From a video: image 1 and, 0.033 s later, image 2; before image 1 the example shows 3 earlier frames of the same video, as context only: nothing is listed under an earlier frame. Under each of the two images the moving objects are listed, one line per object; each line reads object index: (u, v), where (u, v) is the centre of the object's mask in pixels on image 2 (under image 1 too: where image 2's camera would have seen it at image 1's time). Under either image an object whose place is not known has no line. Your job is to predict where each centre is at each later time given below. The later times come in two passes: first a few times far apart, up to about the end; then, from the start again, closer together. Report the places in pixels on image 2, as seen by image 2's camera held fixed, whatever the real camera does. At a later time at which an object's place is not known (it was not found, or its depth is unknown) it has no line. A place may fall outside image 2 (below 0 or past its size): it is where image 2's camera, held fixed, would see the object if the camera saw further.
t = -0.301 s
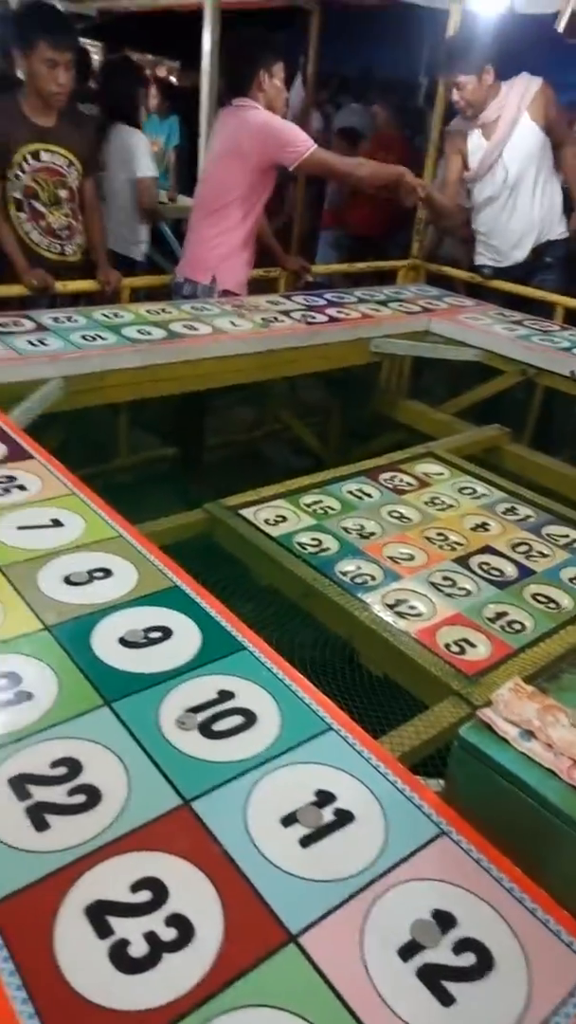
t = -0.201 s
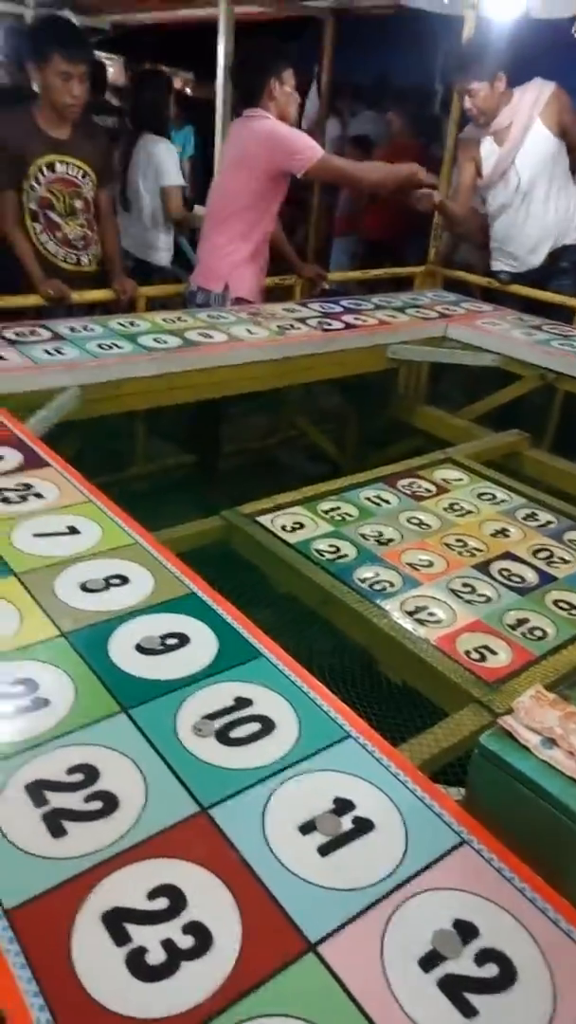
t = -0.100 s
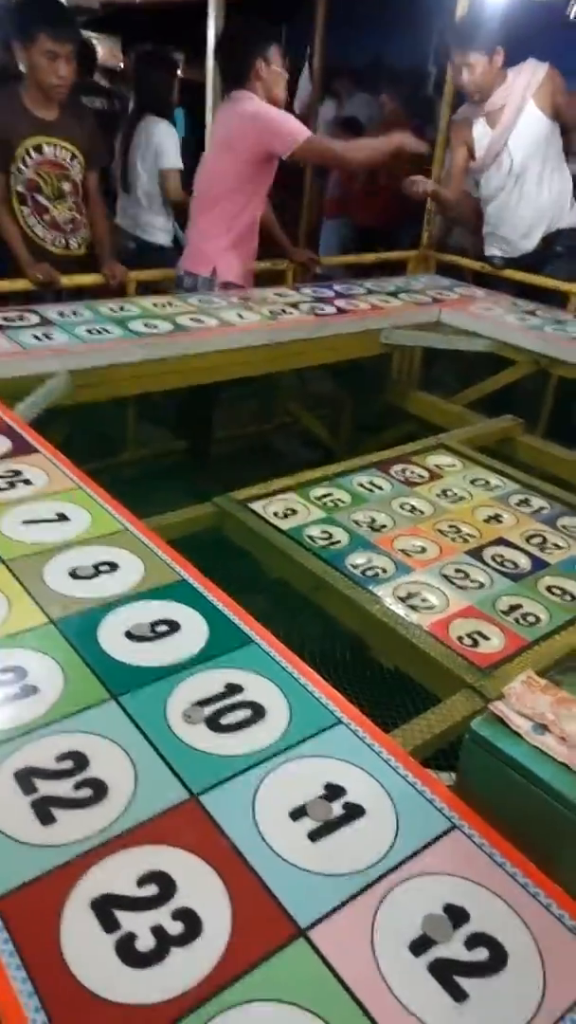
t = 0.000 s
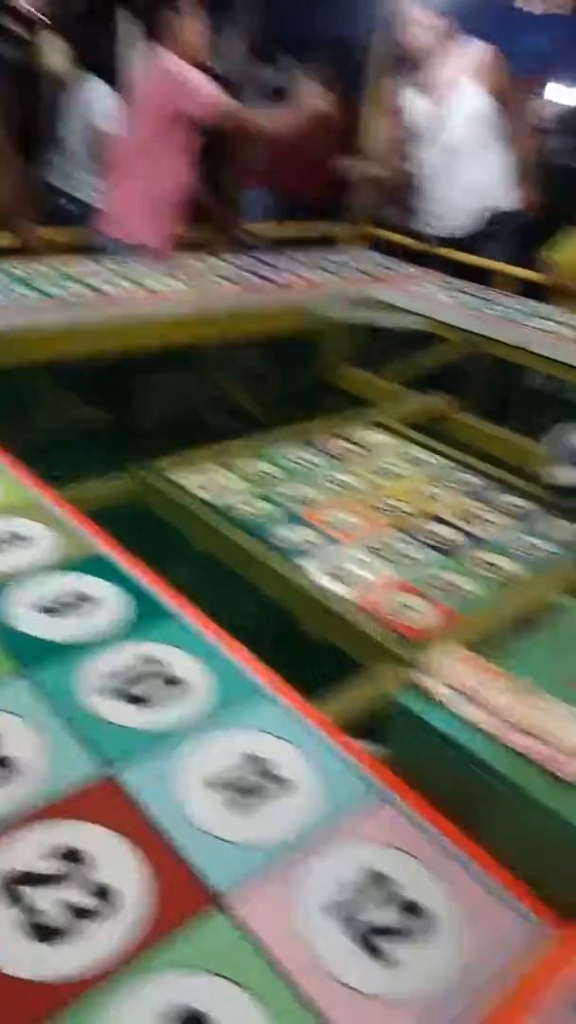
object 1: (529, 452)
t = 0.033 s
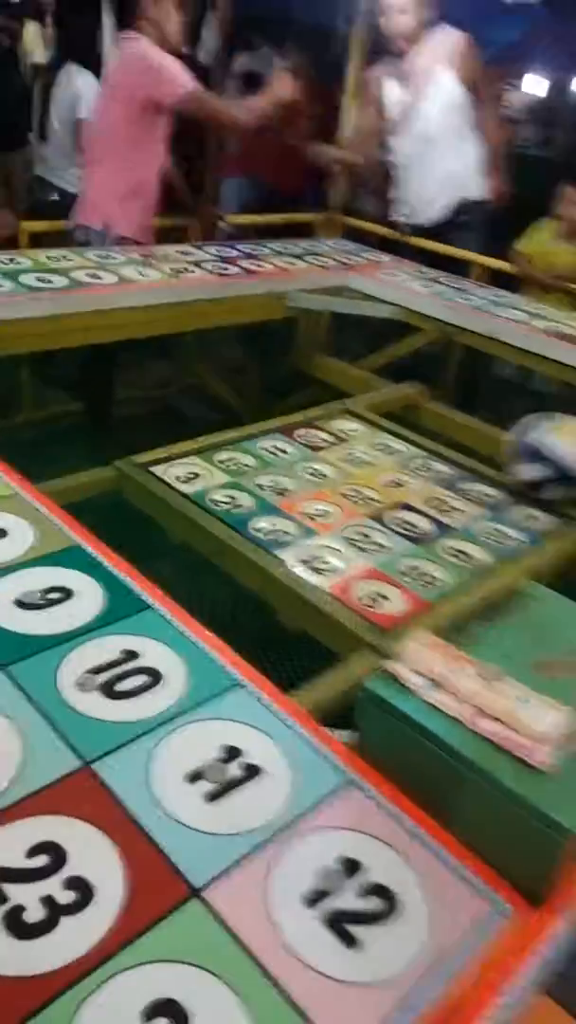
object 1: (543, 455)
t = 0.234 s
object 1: (501, 459)
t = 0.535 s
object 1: (423, 467)
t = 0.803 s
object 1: (360, 474)
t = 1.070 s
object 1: (286, 479)
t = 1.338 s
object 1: (213, 475)
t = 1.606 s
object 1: (184, 460)
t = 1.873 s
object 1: (198, 443)
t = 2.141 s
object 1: (214, 421)
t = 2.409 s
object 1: (226, 406)
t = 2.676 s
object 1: (261, 408)
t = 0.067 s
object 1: (540, 456)
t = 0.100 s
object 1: (534, 457)
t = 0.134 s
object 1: (529, 453)
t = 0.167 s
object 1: (520, 453)
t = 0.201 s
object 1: (511, 457)
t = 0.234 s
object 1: (501, 459)
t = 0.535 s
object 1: (423, 467)
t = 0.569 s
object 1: (416, 468)
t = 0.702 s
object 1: (383, 471)
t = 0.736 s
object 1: (376, 472)
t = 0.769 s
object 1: (368, 473)
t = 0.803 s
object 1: (360, 474)
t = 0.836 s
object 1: (351, 476)
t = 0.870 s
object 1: (341, 476)
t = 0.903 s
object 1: (334, 477)
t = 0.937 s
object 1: (326, 477)
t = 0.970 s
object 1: (316, 478)
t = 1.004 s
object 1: (306, 477)
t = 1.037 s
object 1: (296, 478)
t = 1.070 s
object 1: (286, 479)
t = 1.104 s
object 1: (277, 480)
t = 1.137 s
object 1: (267, 479)
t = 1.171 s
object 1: (257, 479)
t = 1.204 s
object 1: (248, 478)
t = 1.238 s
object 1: (239, 477)
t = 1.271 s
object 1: (230, 476)
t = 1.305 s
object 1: (221, 475)
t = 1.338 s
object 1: (213, 475)
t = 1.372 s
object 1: (207, 473)
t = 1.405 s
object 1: (201, 469)
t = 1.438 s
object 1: (196, 468)
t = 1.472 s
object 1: (193, 467)
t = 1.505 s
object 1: (189, 466)
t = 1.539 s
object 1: (187, 463)
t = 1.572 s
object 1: (185, 461)
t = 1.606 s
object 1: (184, 460)
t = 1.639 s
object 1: (184, 459)
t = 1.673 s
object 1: (185, 457)
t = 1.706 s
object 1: (187, 453)
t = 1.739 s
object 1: (189, 449)
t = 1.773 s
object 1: (191, 447)
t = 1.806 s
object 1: (193, 447)
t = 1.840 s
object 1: (195, 446)
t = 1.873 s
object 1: (198, 443)
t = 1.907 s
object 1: (202, 440)
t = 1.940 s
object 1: (205, 438)
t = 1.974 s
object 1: (208, 437)
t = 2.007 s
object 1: (210, 434)
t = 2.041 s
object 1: (211, 431)
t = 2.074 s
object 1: (212, 428)
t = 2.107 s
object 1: (213, 425)
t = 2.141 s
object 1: (214, 421)
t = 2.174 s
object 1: (215, 419)
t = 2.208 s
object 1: (216, 417)
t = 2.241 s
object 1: (217, 415)
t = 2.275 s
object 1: (217, 413)
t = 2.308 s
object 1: (219, 410)
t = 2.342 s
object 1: (221, 408)
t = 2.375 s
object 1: (223, 407)
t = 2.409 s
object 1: (226, 406)
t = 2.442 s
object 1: (230, 404)
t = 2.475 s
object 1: (233, 404)
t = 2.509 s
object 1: (238, 405)
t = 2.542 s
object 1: (242, 406)
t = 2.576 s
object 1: (247, 406)
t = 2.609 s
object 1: (252, 407)
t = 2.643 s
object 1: (256, 408)
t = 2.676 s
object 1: (261, 408)
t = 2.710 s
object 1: (266, 409)
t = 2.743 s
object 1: (271, 411)
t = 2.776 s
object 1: (276, 413)
